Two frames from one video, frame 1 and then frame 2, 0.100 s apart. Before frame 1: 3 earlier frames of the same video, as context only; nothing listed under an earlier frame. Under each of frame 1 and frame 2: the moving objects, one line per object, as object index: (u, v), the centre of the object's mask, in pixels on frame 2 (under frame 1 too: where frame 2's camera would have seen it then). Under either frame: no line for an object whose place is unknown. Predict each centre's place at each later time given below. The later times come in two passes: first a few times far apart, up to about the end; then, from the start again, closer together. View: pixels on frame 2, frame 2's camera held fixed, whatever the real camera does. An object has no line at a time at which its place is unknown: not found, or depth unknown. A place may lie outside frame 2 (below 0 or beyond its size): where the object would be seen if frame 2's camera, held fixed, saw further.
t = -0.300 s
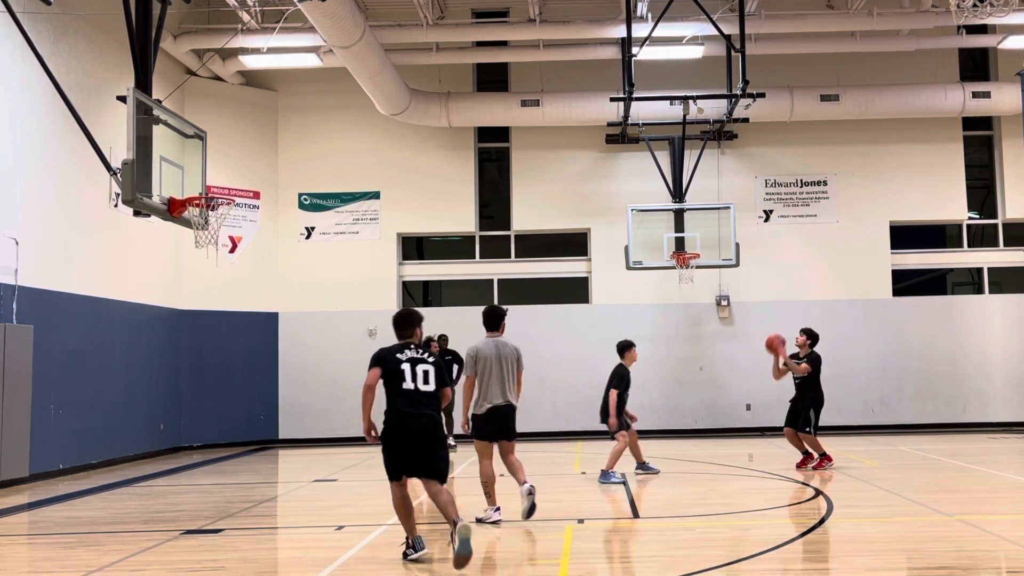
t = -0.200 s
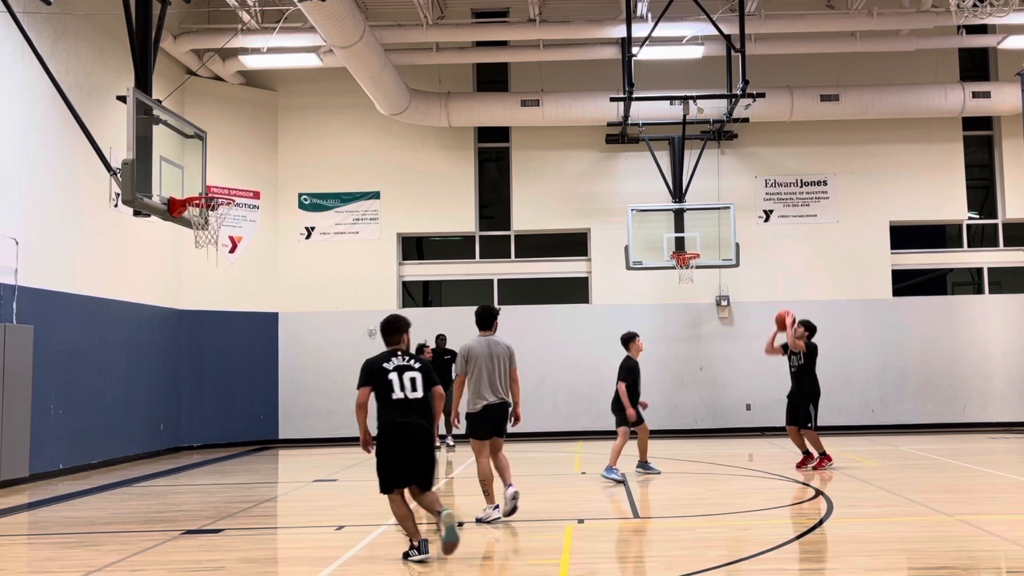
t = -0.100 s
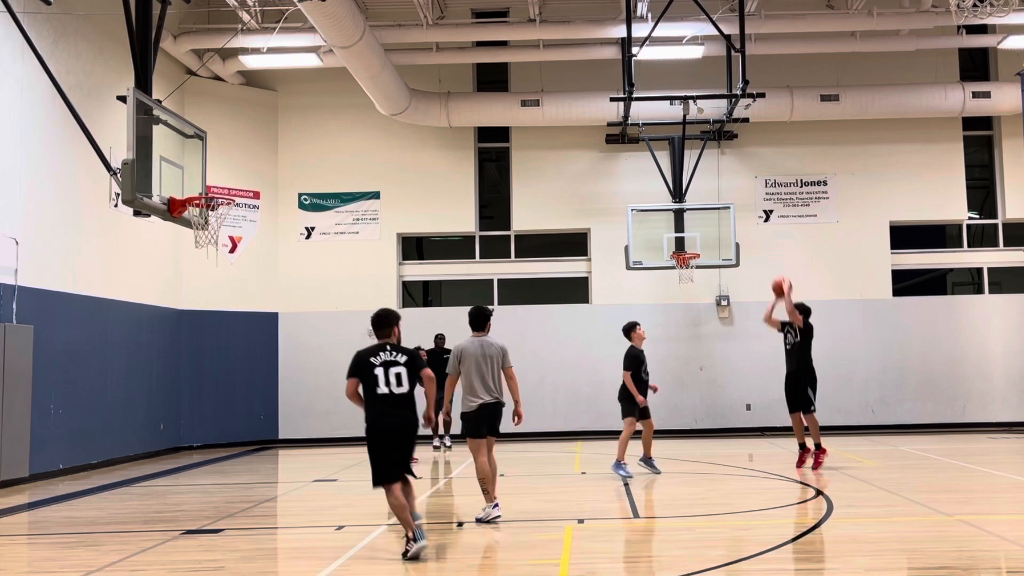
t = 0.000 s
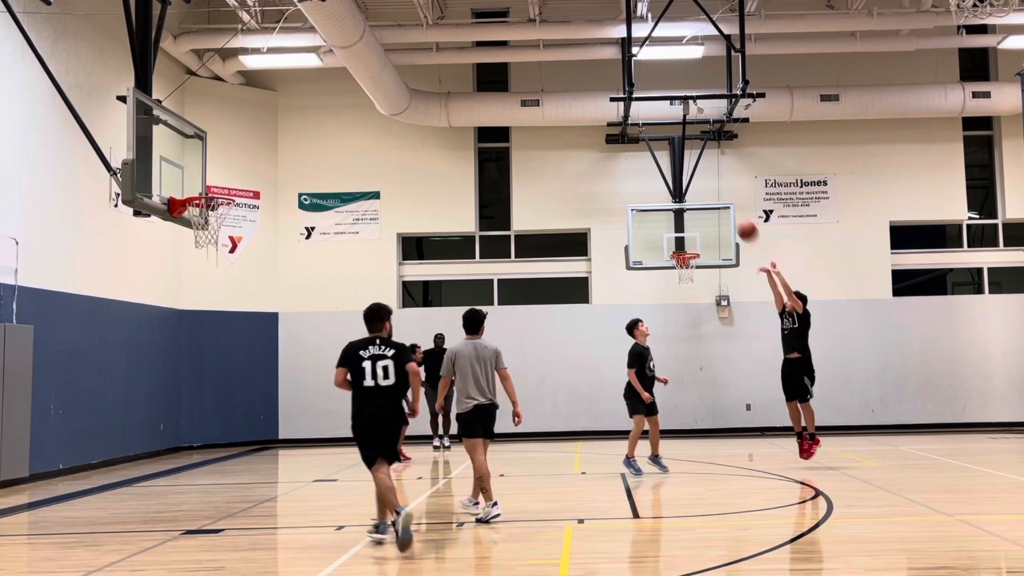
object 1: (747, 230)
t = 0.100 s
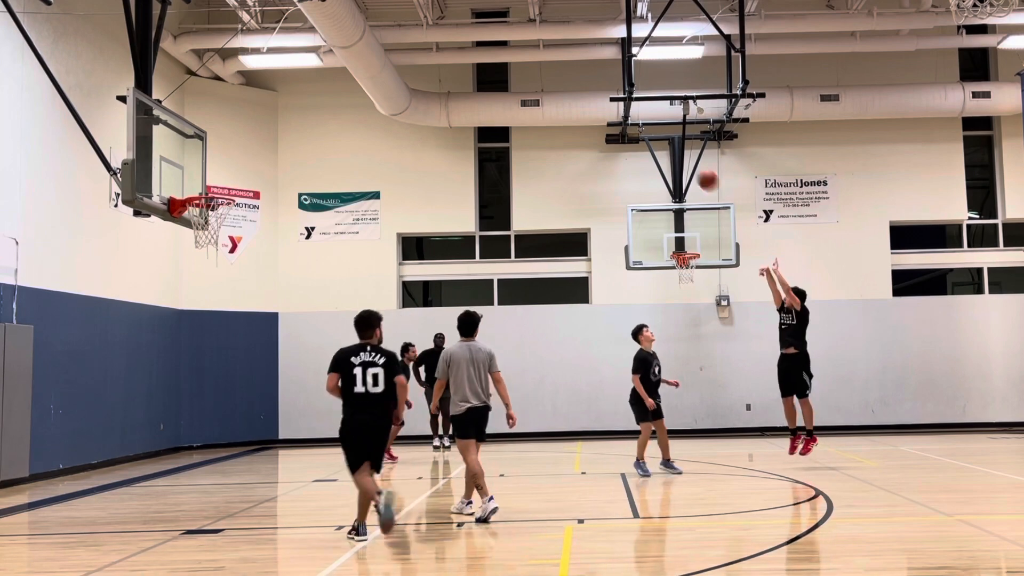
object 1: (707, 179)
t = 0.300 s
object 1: (628, 100)
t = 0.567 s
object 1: (520, 43)
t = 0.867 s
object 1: (397, 48)
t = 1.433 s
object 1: (208, 152)
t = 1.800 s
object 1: (293, 123)
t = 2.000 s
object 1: (337, 157)
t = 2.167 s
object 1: (374, 210)
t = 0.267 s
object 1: (641, 111)
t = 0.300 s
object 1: (628, 100)
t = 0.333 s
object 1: (614, 88)
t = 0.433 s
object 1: (574, 64)
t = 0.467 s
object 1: (561, 58)
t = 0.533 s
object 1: (534, 47)
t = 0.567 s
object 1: (520, 43)
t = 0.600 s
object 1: (507, 40)
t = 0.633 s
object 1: (493, 38)
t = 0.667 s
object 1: (479, 36)
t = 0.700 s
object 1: (466, 36)
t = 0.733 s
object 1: (452, 36)
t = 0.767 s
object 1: (439, 38)
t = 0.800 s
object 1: (425, 40)
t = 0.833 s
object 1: (410, 44)
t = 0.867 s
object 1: (397, 48)
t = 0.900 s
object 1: (383, 53)
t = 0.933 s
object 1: (369, 60)
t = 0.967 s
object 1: (354, 67)
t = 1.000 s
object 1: (340, 76)
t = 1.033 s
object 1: (326, 85)
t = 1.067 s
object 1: (311, 96)
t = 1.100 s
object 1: (297, 107)
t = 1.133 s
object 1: (283, 119)
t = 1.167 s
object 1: (268, 133)
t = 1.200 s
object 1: (253, 148)
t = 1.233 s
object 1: (238, 163)
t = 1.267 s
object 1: (224, 179)
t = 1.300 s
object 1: (209, 193)
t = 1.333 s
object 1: (202, 182)
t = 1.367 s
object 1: (194, 171)
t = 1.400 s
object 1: (200, 160)
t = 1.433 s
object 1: (208, 152)
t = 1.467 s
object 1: (217, 144)
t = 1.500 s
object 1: (224, 138)
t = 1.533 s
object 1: (232, 132)
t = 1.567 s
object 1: (240, 128)
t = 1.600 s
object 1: (248, 124)
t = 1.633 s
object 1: (255, 122)
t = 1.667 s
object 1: (263, 120)
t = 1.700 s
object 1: (271, 119)
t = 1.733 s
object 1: (278, 120)
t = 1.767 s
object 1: (286, 121)
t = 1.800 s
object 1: (293, 123)
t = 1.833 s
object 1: (301, 127)
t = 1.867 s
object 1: (308, 131)
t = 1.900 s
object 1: (315, 136)
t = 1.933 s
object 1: (323, 142)
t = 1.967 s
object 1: (330, 148)
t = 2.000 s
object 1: (337, 157)
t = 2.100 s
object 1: (359, 186)
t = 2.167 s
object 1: (374, 210)
